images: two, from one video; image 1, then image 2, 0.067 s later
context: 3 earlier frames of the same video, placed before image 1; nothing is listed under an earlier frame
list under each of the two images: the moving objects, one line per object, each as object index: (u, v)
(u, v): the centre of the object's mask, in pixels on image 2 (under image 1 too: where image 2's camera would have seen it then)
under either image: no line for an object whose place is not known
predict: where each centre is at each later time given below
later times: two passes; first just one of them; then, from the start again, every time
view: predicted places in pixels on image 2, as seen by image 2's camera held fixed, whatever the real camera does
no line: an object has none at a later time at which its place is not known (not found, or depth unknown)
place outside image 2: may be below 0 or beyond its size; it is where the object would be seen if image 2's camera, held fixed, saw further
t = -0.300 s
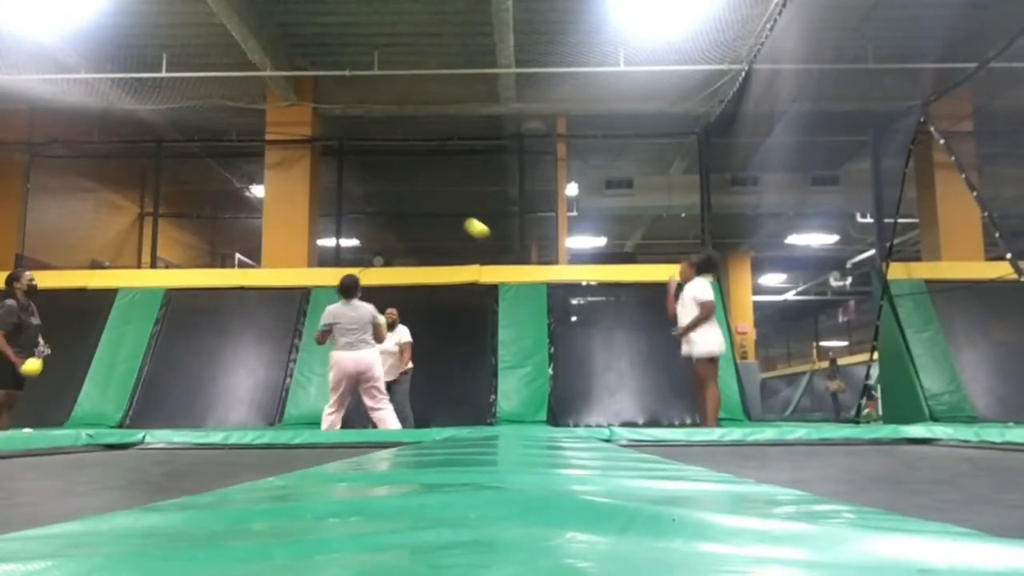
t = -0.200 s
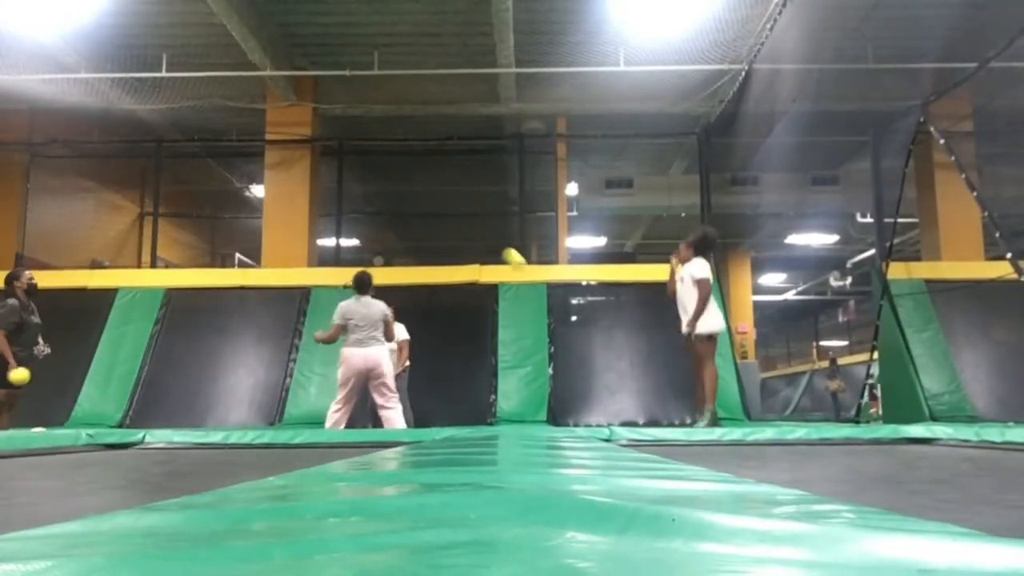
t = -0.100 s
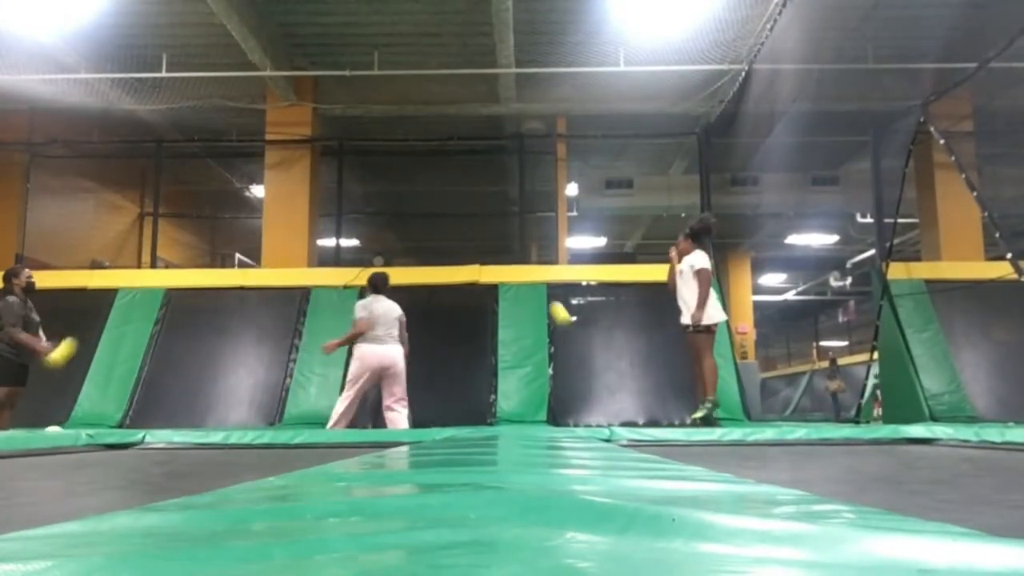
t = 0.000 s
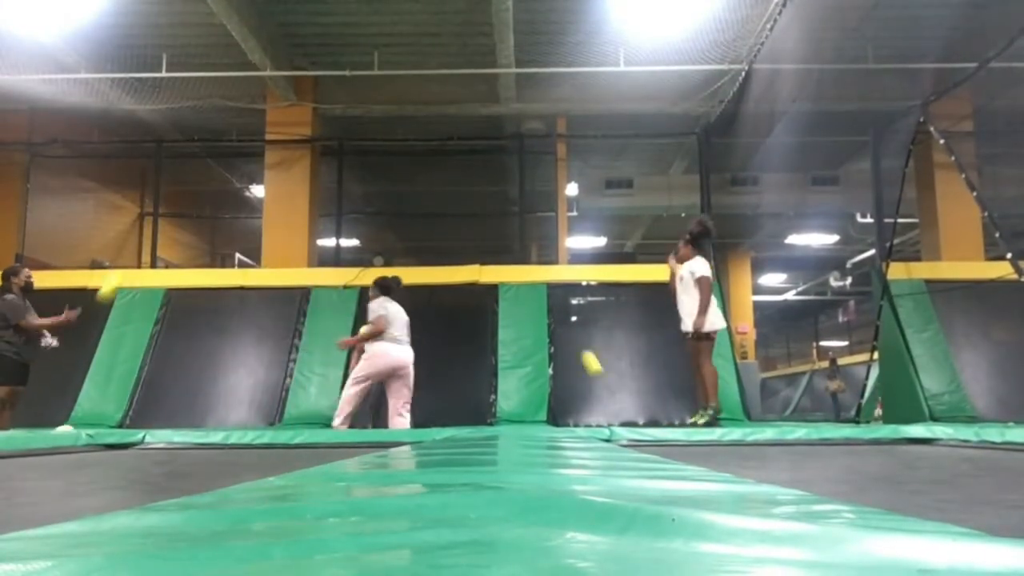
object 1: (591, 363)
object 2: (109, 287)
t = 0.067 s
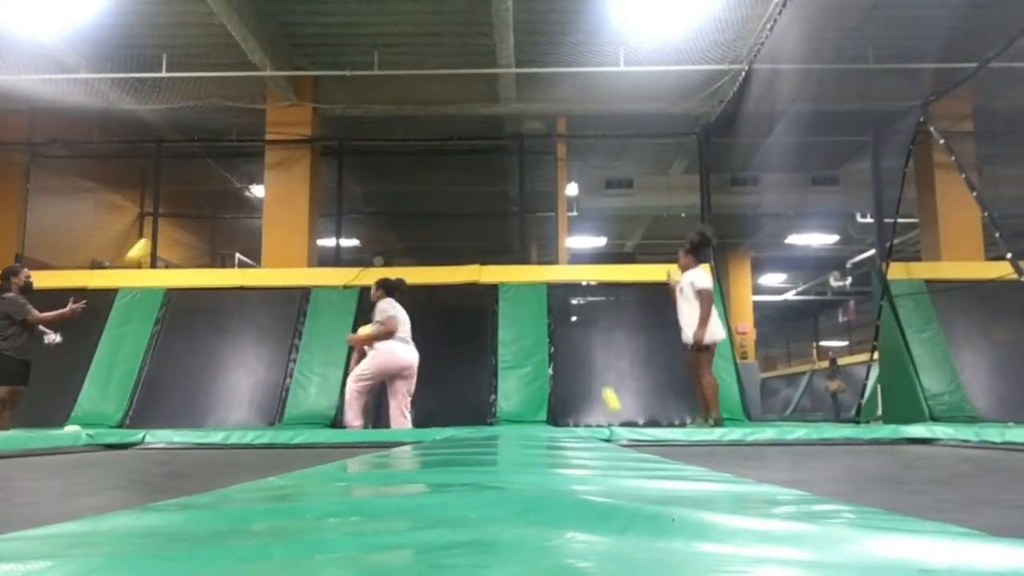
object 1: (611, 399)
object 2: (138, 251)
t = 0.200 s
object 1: (641, 403)
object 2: (188, 204)
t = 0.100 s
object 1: (620, 418)
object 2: (152, 236)
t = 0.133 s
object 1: (628, 419)
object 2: (164, 224)
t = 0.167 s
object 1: (634, 412)
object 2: (177, 213)
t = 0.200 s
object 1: (641, 403)
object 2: (188, 204)
